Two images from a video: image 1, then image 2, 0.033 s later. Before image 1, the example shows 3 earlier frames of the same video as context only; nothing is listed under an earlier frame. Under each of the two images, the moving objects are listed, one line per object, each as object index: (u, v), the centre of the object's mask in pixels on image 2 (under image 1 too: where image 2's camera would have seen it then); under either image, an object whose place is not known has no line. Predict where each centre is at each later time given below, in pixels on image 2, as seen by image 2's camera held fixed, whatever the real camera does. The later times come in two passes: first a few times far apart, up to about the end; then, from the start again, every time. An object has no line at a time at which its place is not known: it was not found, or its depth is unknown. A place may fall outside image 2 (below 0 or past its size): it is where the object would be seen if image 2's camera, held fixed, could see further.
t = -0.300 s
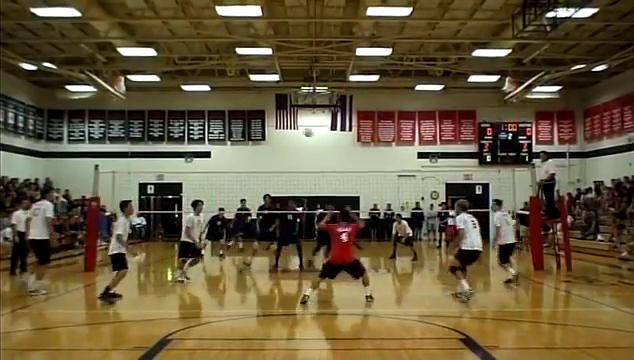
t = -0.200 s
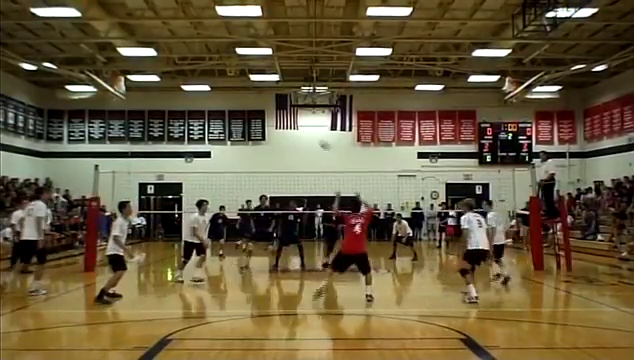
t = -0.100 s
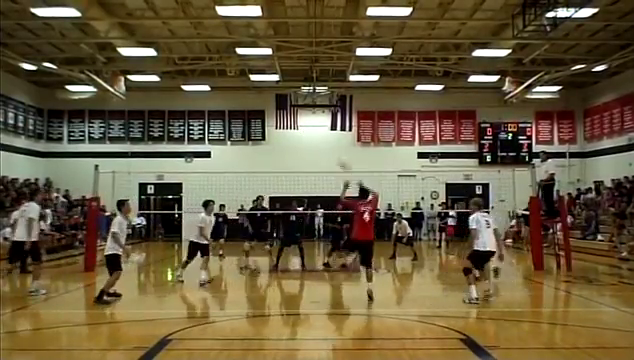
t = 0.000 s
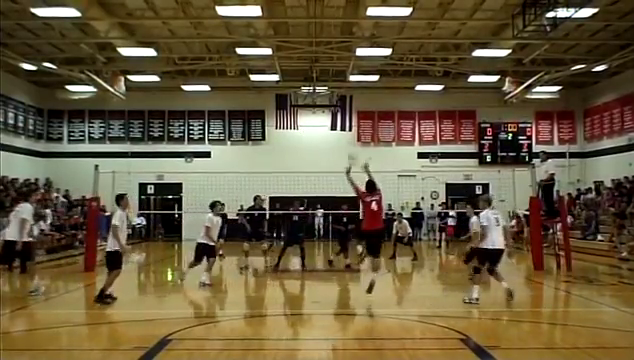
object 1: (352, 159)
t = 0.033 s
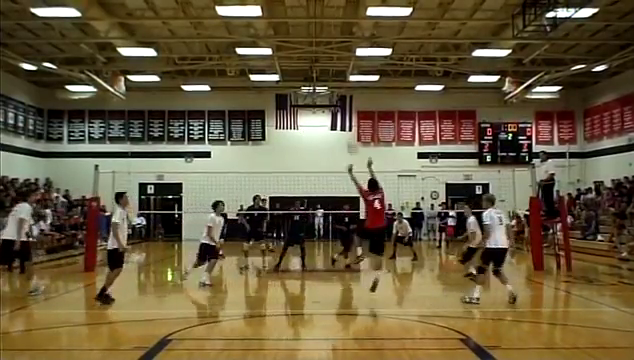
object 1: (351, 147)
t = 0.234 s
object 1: (347, 90)
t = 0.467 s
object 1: (341, 59)
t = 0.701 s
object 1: (336, 58)
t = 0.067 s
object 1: (349, 133)
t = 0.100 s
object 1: (350, 124)
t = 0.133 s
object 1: (349, 113)
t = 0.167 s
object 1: (349, 105)
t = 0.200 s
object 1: (348, 97)
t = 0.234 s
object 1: (347, 90)
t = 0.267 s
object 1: (346, 83)
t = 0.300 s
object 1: (345, 79)
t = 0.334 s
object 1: (344, 73)
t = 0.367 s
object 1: (343, 68)
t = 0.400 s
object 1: (342, 65)
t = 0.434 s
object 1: (342, 63)
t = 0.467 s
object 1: (341, 59)
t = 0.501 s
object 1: (340, 57)
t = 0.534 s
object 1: (339, 57)
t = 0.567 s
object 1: (338, 56)
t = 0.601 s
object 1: (338, 56)
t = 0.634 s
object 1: (337, 56)
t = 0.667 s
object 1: (336, 56)
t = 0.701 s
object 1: (336, 58)
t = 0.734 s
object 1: (335, 60)
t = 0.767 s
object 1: (334, 62)
